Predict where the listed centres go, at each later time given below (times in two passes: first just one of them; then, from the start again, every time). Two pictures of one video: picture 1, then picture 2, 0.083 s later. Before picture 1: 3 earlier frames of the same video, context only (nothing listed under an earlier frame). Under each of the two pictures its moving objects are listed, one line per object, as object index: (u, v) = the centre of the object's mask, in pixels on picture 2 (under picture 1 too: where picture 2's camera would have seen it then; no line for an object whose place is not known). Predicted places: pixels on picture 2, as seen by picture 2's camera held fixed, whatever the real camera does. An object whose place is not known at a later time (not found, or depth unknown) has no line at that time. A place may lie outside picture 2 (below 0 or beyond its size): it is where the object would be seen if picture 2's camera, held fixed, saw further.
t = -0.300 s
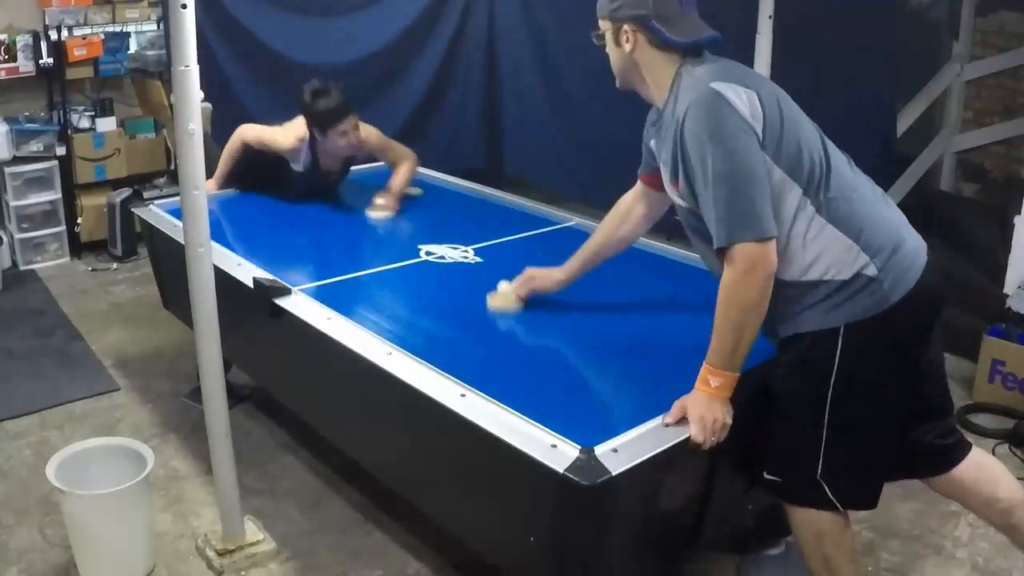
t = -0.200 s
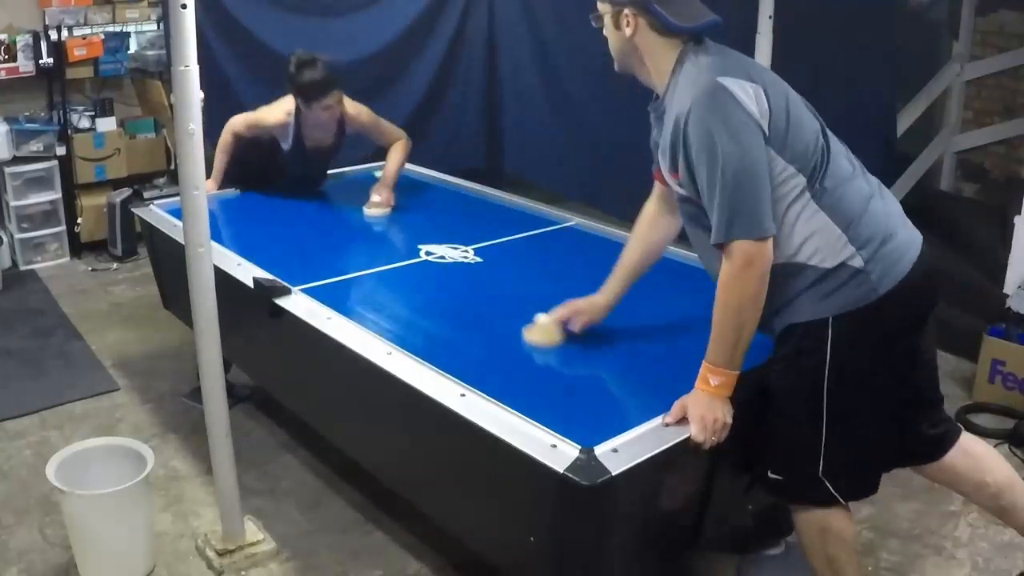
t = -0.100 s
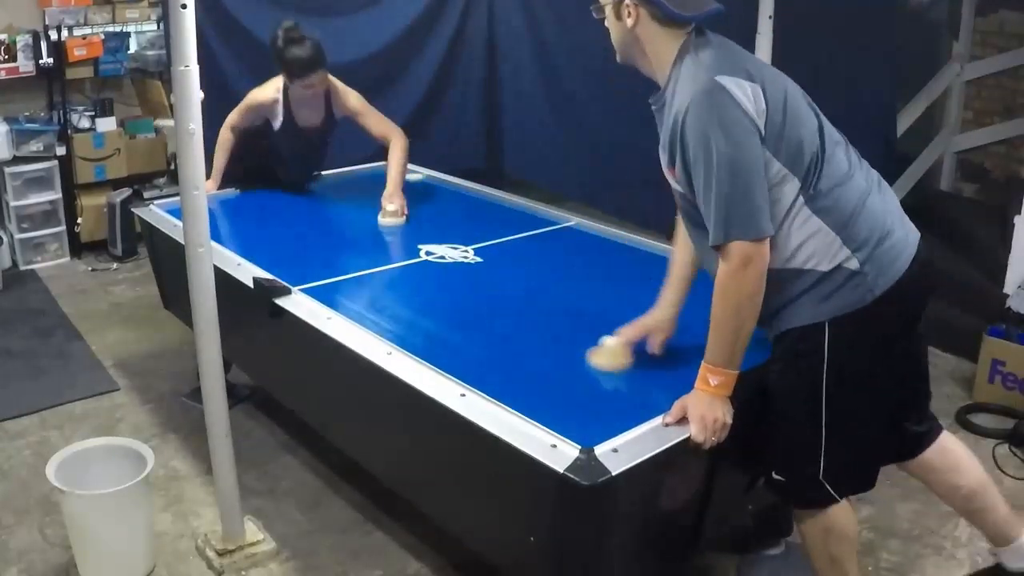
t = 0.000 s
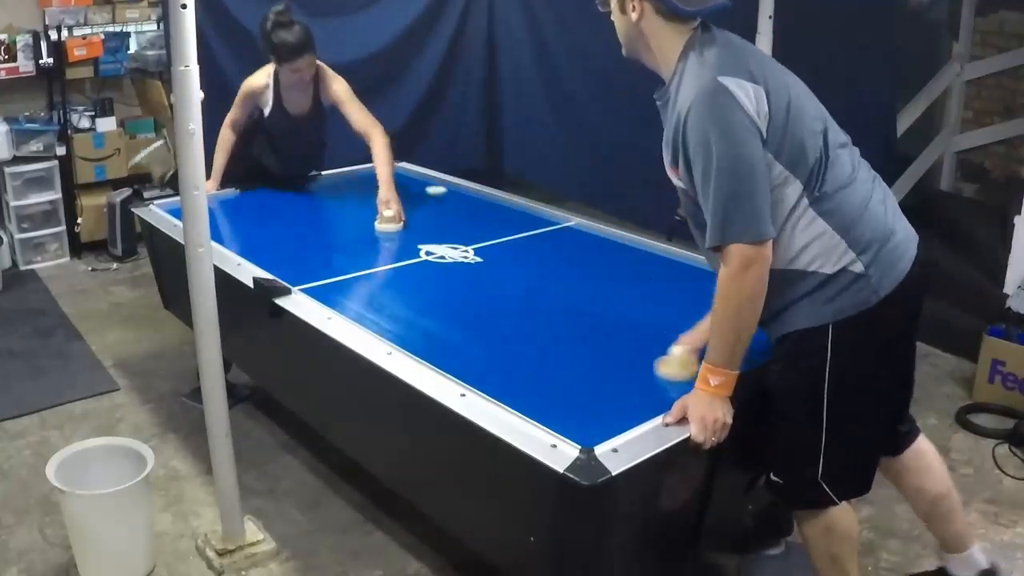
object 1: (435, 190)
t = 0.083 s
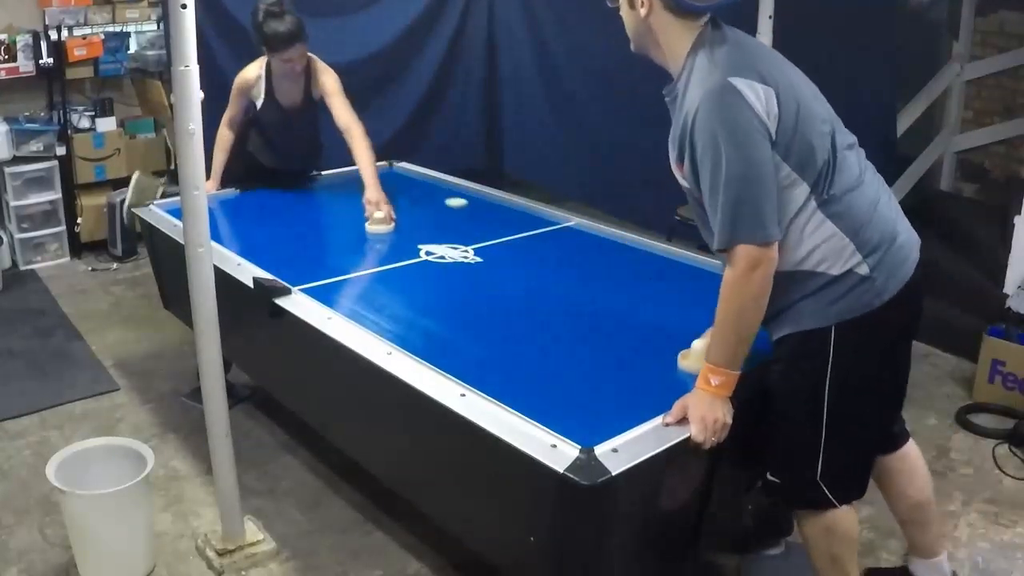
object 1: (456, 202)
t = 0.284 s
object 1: (514, 238)
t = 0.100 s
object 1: (460, 205)
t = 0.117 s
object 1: (464, 208)
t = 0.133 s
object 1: (469, 210)
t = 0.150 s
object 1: (473, 213)
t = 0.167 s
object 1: (478, 216)
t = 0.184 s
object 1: (483, 219)
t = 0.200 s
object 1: (488, 222)
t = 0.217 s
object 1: (493, 225)
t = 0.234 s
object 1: (498, 228)
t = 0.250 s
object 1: (503, 231)
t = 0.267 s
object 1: (509, 234)
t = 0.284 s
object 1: (514, 238)
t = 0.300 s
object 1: (520, 242)
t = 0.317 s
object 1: (525, 245)
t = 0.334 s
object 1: (531, 249)
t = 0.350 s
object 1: (537, 252)
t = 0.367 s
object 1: (543, 256)
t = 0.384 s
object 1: (550, 260)
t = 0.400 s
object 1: (556, 264)
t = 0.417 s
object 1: (562, 268)
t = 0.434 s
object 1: (569, 272)
